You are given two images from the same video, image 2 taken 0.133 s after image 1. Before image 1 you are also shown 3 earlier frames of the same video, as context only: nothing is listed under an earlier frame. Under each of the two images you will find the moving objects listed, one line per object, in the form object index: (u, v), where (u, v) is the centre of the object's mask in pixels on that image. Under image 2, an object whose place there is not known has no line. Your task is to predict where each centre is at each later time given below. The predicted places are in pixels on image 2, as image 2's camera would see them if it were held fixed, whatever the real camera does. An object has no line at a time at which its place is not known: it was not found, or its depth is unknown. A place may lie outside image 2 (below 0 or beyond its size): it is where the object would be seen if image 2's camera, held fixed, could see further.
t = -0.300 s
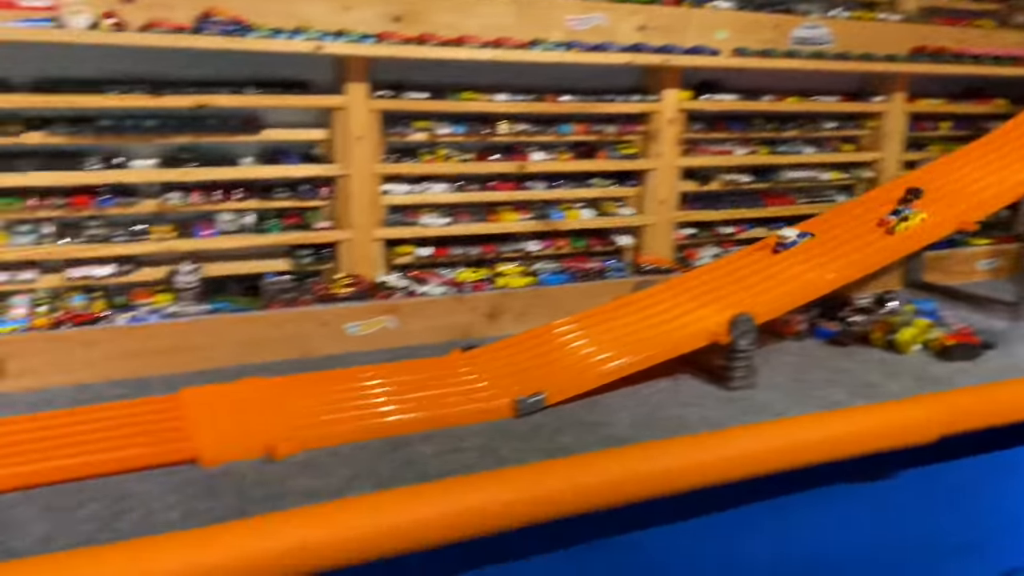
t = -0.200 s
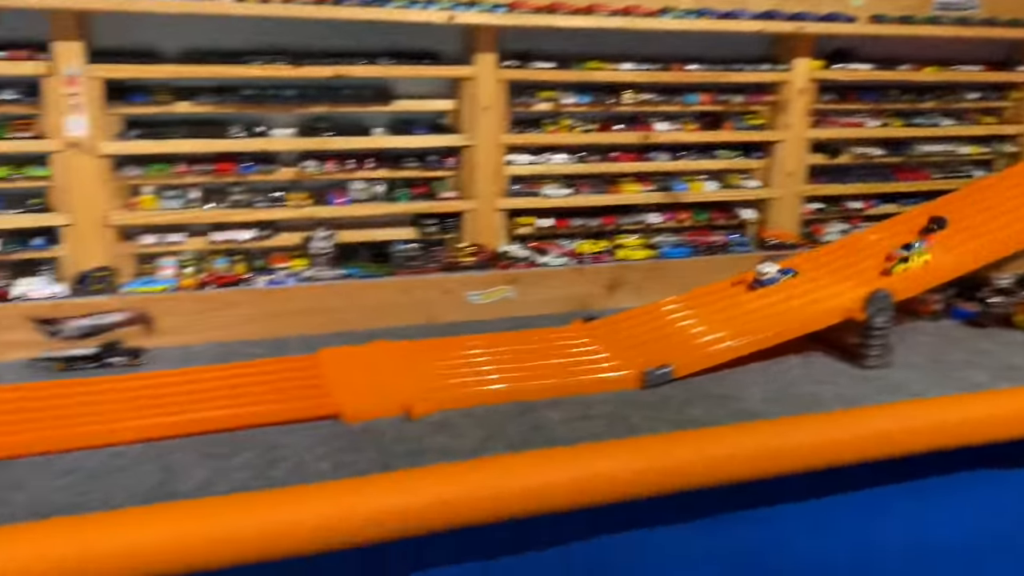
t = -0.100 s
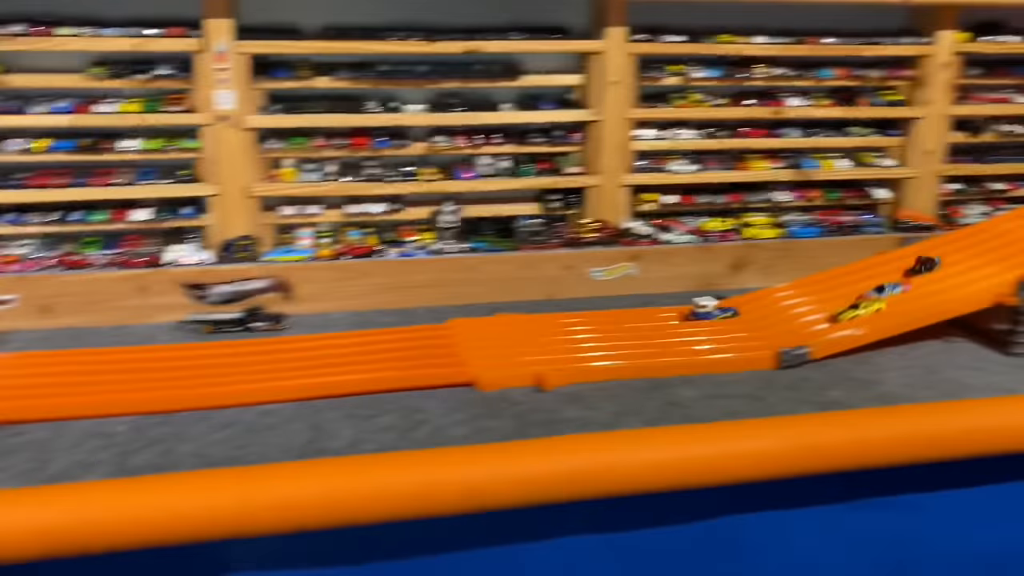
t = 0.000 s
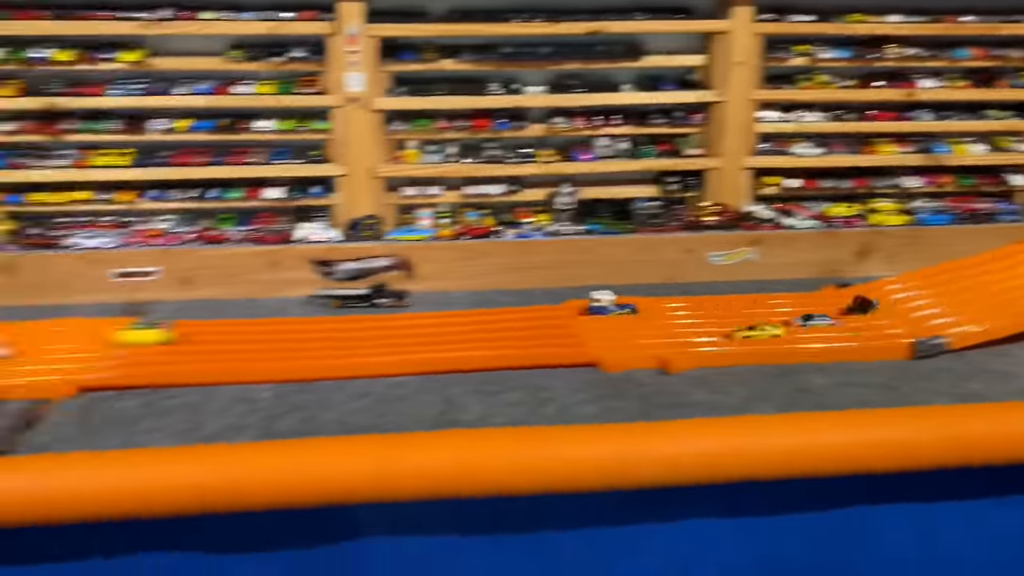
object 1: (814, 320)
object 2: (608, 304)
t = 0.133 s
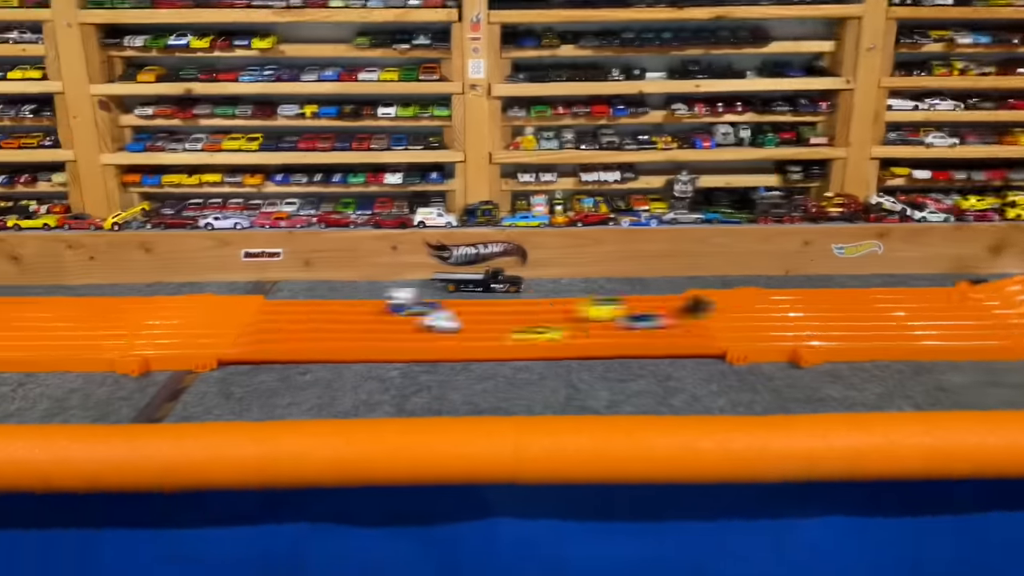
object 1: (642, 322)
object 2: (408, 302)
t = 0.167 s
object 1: (568, 327)
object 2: (328, 301)
